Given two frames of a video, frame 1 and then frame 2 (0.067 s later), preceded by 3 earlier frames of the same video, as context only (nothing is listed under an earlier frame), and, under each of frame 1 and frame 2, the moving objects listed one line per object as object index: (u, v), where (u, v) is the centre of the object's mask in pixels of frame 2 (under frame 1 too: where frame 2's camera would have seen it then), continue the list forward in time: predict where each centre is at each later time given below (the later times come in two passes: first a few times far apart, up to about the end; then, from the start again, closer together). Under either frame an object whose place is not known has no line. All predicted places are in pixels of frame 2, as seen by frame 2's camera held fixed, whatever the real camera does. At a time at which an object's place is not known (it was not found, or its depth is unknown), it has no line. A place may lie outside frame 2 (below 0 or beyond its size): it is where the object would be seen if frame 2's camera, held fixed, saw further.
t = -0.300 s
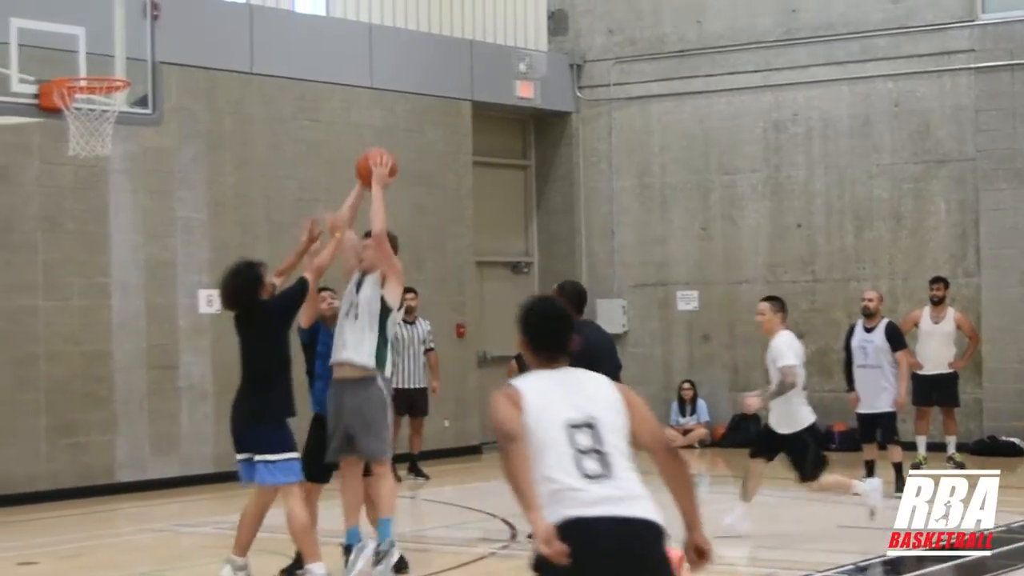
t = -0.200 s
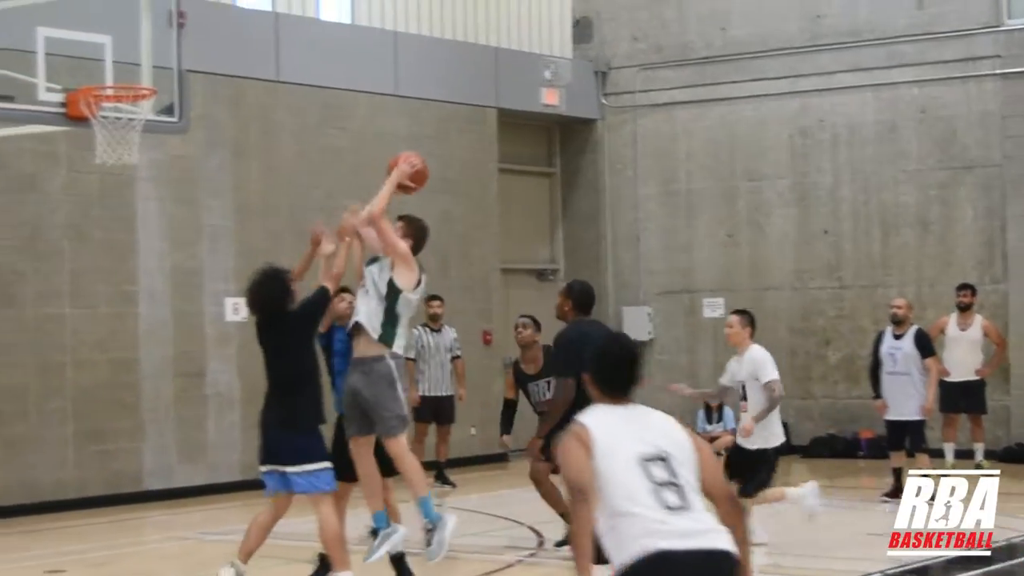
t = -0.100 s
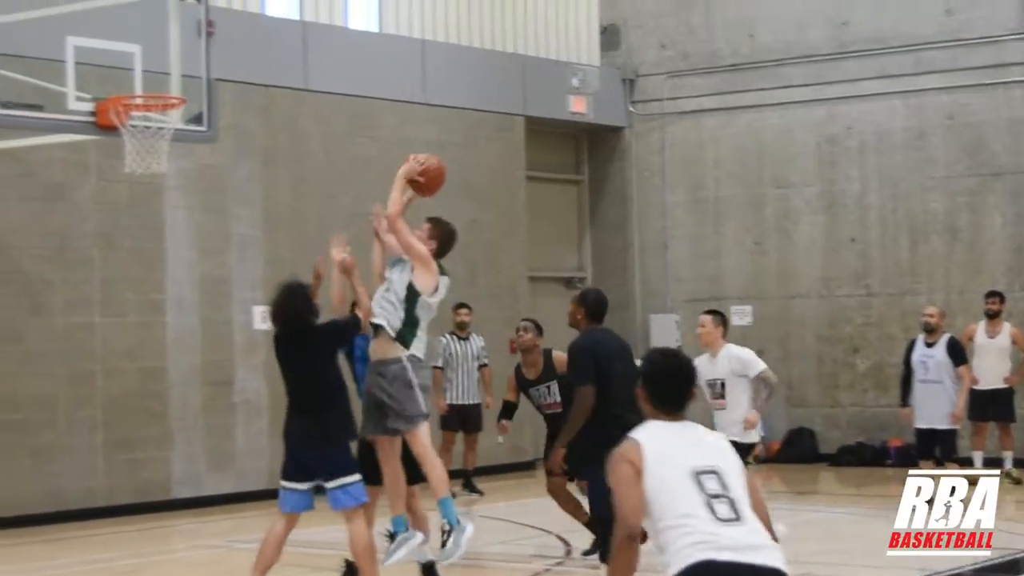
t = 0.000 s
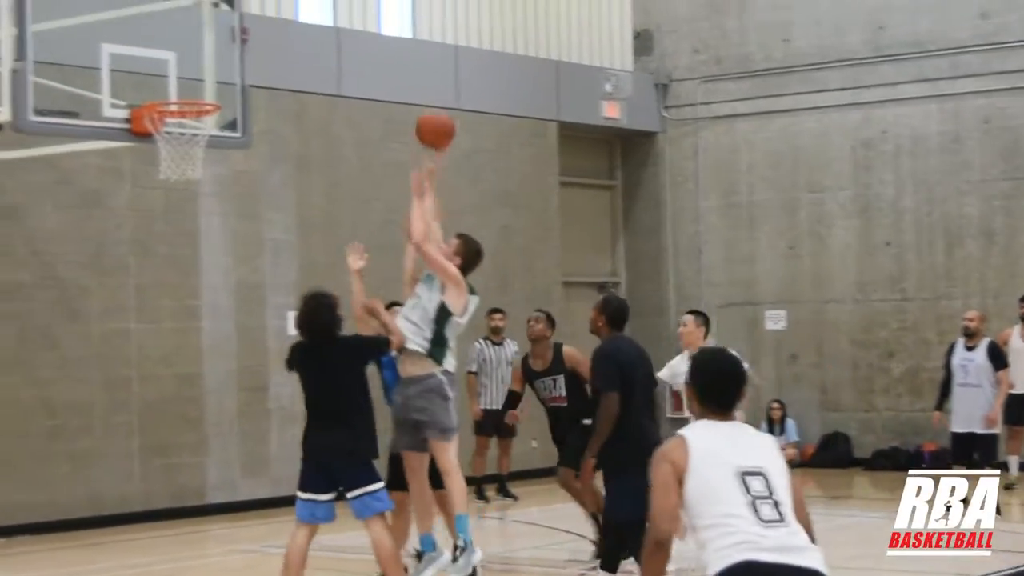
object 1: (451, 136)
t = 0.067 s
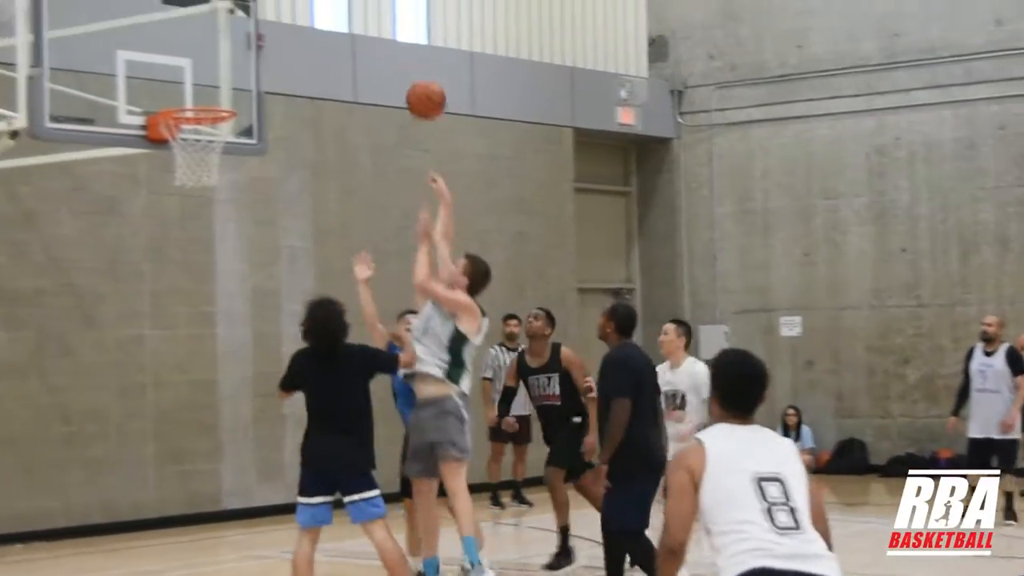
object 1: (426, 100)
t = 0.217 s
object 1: (372, 46)
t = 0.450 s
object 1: (293, 35)
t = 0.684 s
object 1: (226, 89)
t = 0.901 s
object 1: (191, 93)
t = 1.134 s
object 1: (167, 90)
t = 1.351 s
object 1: (171, 89)
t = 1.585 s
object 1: (186, 90)
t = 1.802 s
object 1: (209, 139)
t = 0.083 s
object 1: (420, 93)
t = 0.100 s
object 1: (413, 85)
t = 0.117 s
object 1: (407, 79)
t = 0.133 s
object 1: (401, 72)
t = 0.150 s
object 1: (395, 66)
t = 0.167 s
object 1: (389, 60)
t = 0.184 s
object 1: (384, 56)
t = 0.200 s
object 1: (378, 51)
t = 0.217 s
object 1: (372, 46)
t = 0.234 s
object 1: (366, 43)
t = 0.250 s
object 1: (360, 40)
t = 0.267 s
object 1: (355, 37)
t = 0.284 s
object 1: (349, 35)
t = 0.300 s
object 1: (344, 33)
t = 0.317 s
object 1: (338, 32)
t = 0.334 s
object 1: (332, 31)
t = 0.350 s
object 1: (326, 31)
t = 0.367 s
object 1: (320, 31)
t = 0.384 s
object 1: (315, 31)
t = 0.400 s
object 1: (309, 31)
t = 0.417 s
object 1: (303, 32)
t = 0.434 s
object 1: (298, 34)
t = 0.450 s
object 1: (293, 35)
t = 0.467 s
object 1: (287, 37)
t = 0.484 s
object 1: (282, 40)
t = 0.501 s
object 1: (276, 44)
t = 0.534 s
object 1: (266, 52)
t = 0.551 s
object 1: (261, 57)
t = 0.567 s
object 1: (256, 62)
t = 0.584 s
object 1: (251, 67)
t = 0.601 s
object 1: (247, 73)
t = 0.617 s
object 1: (241, 80)
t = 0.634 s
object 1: (236, 86)
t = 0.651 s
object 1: (231, 92)
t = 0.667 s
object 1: (229, 91)
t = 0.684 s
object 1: (226, 89)
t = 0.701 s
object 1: (224, 88)
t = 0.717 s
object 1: (220, 88)
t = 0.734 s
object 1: (218, 88)
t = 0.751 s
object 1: (215, 88)
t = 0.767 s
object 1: (212, 88)
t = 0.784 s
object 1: (210, 89)
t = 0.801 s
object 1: (207, 90)
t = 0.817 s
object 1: (204, 91)
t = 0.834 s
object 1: (202, 92)
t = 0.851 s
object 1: (199, 93)
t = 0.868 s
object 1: (196, 94)
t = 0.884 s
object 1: (194, 94)
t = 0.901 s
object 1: (191, 93)
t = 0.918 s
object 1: (189, 91)
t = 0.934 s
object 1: (187, 91)
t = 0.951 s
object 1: (185, 90)
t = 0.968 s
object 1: (183, 89)
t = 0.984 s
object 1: (181, 88)
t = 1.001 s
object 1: (179, 88)
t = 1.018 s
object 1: (177, 88)
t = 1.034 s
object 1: (175, 88)
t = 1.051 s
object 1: (173, 89)
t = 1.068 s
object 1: (171, 90)
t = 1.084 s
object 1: (169, 91)
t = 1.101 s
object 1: (167, 92)
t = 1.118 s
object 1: (167, 91)
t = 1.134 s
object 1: (167, 90)
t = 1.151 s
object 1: (167, 88)
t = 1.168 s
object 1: (168, 86)
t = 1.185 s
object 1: (167, 84)
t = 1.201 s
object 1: (168, 84)
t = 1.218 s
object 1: (168, 84)
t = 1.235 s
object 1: (168, 84)
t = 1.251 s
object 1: (169, 84)
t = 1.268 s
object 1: (169, 85)
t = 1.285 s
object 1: (169, 86)
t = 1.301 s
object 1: (169, 87)
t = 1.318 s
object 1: (169, 89)
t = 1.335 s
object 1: (170, 89)
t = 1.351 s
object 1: (171, 89)
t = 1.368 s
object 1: (172, 87)
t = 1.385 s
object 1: (172, 86)
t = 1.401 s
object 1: (174, 86)
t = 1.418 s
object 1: (174, 85)
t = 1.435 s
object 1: (175, 85)
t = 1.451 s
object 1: (176, 85)
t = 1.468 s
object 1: (177, 87)
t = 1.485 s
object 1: (178, 88)
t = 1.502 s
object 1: (179, 90)
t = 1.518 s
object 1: (180, 91)
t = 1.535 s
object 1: (182, 91)
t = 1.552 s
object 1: (184, 91)
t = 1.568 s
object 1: (185, 90)
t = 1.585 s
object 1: (186, 90)
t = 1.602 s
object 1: (188, 92)
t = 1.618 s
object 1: (189, 92)
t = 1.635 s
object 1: (191, 94)
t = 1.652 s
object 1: (193, 95)
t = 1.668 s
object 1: (195, 97)
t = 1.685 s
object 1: (195, 99)
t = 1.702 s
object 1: (199, 110)
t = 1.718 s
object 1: (201, 115)
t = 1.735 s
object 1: (203, 119)
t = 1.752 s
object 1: (205, 124)
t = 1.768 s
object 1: (205, 127)
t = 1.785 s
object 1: (207, 131)
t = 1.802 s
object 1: (209, 139)
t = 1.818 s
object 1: (211, 144)
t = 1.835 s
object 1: (211, 148)
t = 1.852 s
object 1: (212, 152)
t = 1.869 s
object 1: (212, 156)
